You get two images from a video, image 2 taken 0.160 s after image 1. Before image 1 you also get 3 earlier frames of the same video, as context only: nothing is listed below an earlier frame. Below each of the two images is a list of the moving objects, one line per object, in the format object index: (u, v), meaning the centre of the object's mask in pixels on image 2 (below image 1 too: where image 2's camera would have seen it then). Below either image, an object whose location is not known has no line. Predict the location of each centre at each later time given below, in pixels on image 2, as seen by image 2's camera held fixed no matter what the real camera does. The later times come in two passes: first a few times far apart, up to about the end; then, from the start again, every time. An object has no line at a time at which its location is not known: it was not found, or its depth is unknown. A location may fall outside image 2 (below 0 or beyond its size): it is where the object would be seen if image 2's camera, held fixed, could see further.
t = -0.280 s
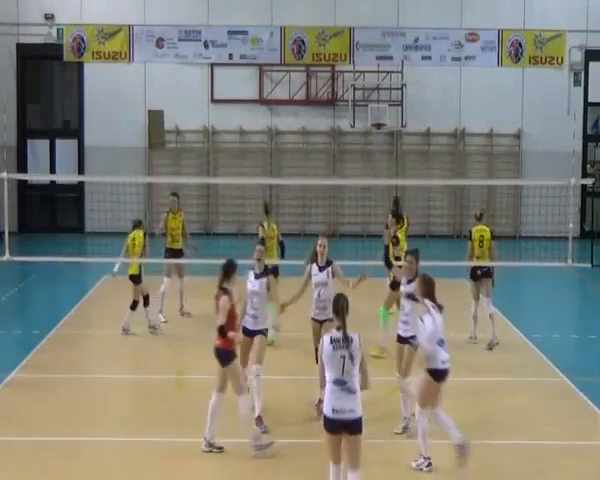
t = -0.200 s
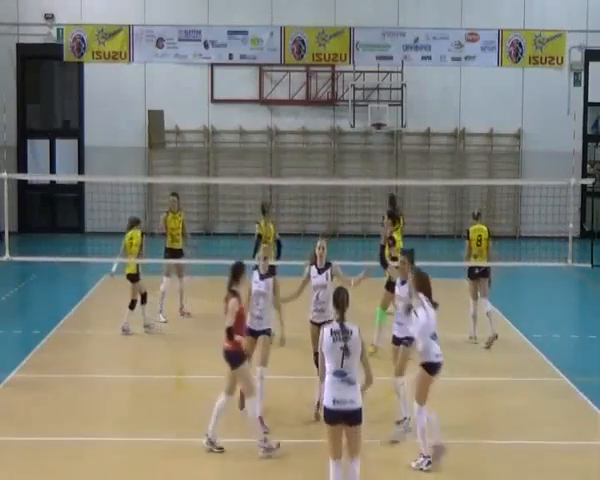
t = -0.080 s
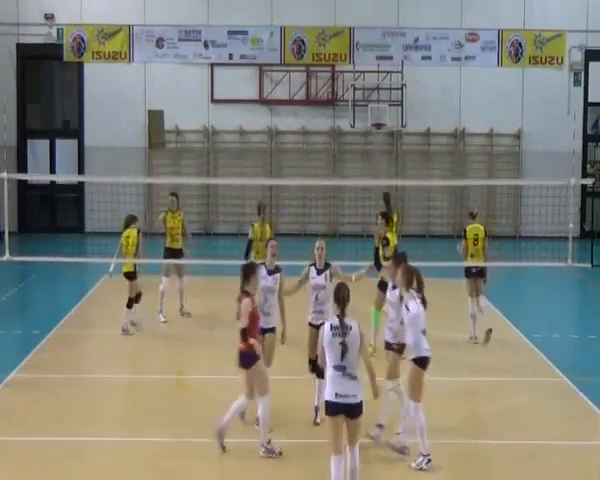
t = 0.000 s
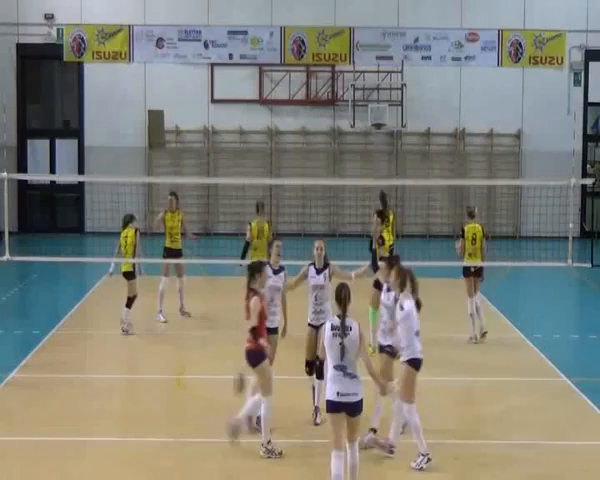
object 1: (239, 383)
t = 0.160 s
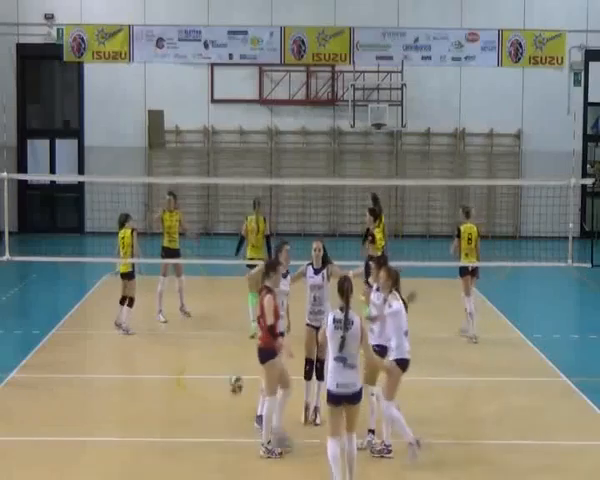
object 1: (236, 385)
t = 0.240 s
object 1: (234, 375)
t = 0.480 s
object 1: (228, 383)
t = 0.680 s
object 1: (224, 439)
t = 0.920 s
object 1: (218, 418)
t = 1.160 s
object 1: (213, 456)
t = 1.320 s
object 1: (209, 465)
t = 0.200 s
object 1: (235, 379)
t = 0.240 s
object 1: (234, 375)
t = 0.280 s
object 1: (233, 373)
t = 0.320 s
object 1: (232, 371)
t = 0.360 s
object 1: (232, 371)
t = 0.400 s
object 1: (231, 374)
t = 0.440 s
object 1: (229, 377)
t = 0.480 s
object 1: (228, 383)
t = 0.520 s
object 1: (227, 390)
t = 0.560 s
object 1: (227, 400)
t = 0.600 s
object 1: (226, 411)
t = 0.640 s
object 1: (225, 422)
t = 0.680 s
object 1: (224, 439)
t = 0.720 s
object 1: (223, 435)
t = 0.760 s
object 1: (221, 427)
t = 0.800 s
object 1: (220, 424)
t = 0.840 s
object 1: (219, 420)
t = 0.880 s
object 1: (219, 418)
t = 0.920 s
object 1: (218, 418)
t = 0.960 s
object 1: (217, 420)
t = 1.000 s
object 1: (216, 423)
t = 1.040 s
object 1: (216, 428)
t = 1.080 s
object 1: (214, 435)
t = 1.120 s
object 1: (214, 445)
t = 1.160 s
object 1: (213, 456)
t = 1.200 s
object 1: (212, 468)
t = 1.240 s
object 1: (211, 471)
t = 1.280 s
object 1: (210, 468)
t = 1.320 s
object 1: (209, 465)
